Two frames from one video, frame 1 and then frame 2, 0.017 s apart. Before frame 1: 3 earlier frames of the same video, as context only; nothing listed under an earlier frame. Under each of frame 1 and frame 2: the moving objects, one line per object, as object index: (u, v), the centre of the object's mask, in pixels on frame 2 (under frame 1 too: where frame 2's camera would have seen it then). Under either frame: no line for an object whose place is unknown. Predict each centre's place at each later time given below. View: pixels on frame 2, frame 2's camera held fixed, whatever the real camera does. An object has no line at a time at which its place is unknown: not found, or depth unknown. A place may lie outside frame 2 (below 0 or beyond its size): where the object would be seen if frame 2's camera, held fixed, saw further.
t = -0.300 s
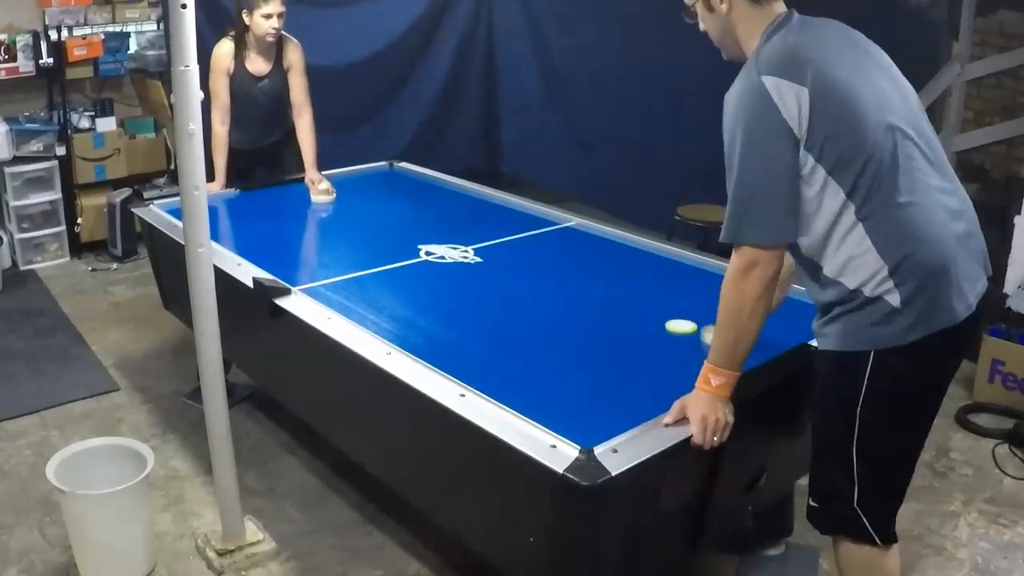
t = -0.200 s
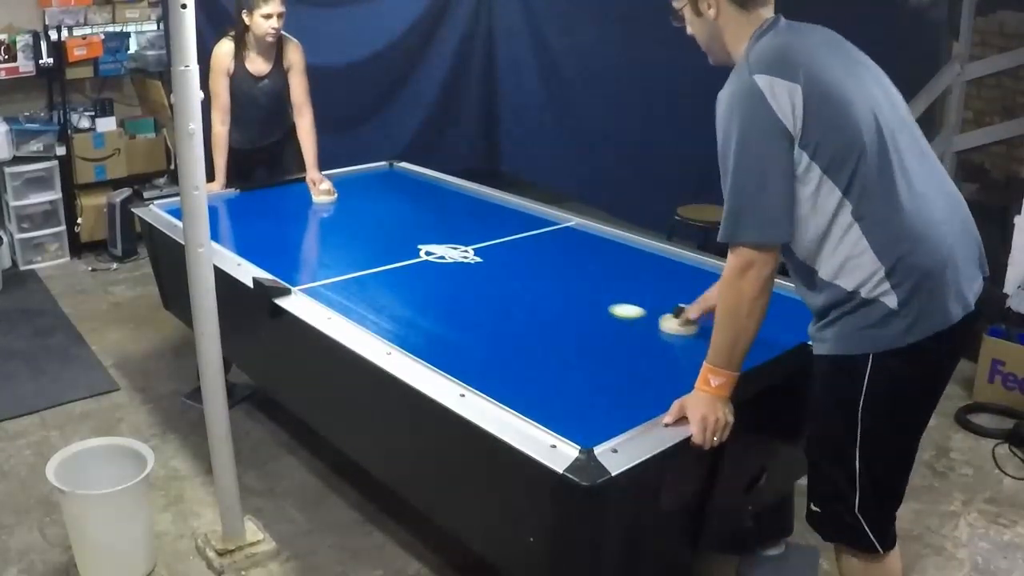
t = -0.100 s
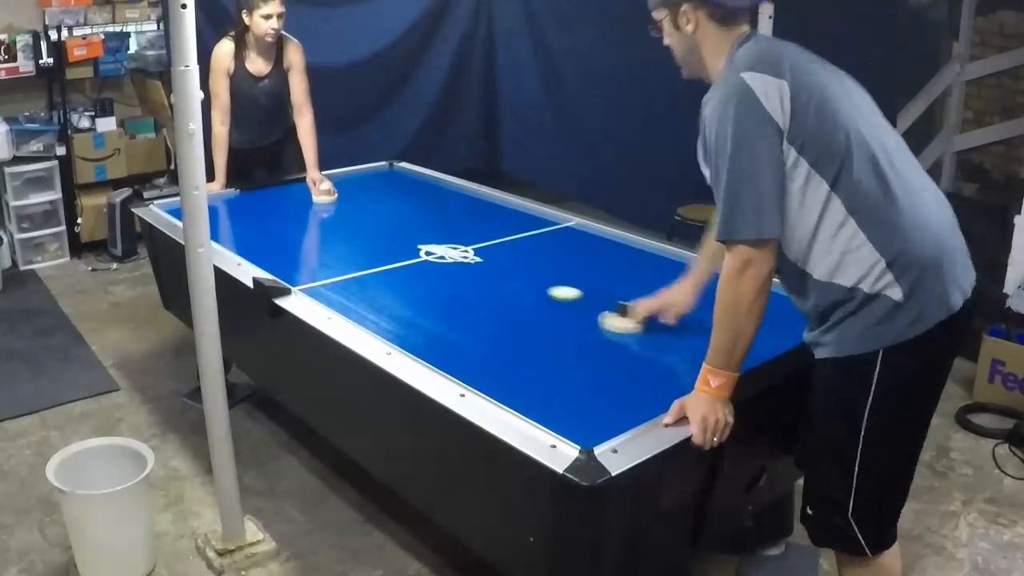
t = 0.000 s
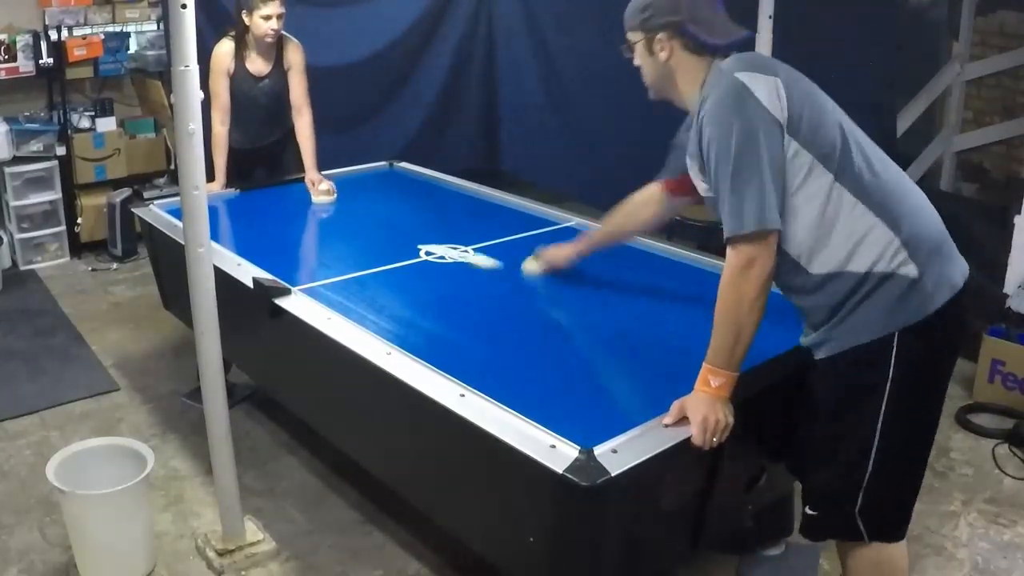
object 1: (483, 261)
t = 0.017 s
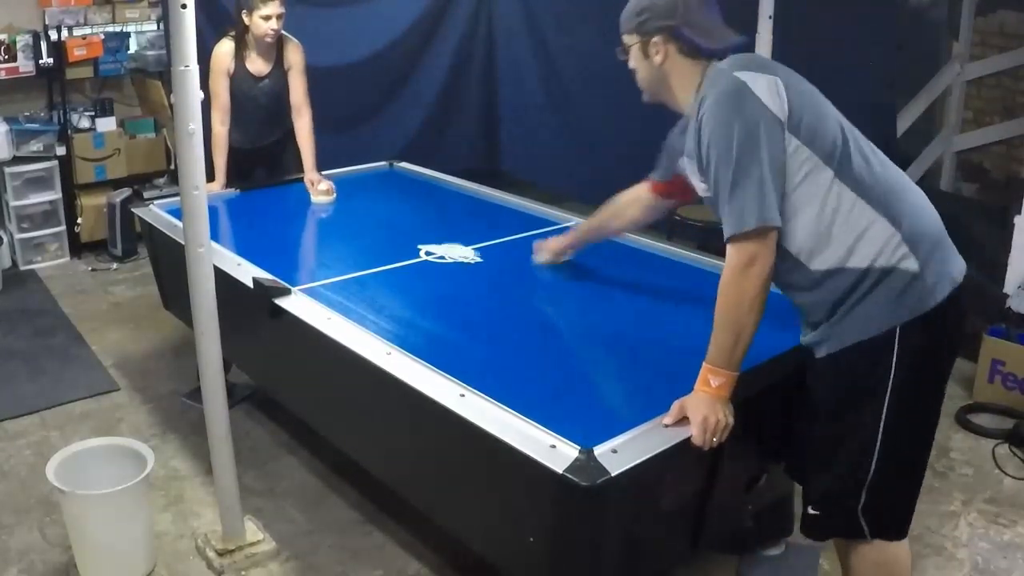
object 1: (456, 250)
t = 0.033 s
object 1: (437, 240)
